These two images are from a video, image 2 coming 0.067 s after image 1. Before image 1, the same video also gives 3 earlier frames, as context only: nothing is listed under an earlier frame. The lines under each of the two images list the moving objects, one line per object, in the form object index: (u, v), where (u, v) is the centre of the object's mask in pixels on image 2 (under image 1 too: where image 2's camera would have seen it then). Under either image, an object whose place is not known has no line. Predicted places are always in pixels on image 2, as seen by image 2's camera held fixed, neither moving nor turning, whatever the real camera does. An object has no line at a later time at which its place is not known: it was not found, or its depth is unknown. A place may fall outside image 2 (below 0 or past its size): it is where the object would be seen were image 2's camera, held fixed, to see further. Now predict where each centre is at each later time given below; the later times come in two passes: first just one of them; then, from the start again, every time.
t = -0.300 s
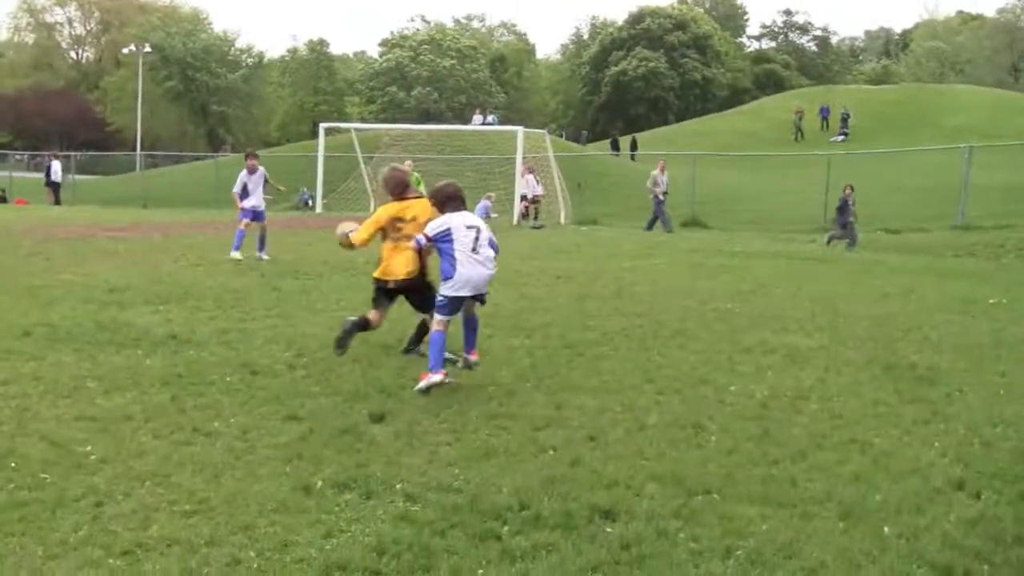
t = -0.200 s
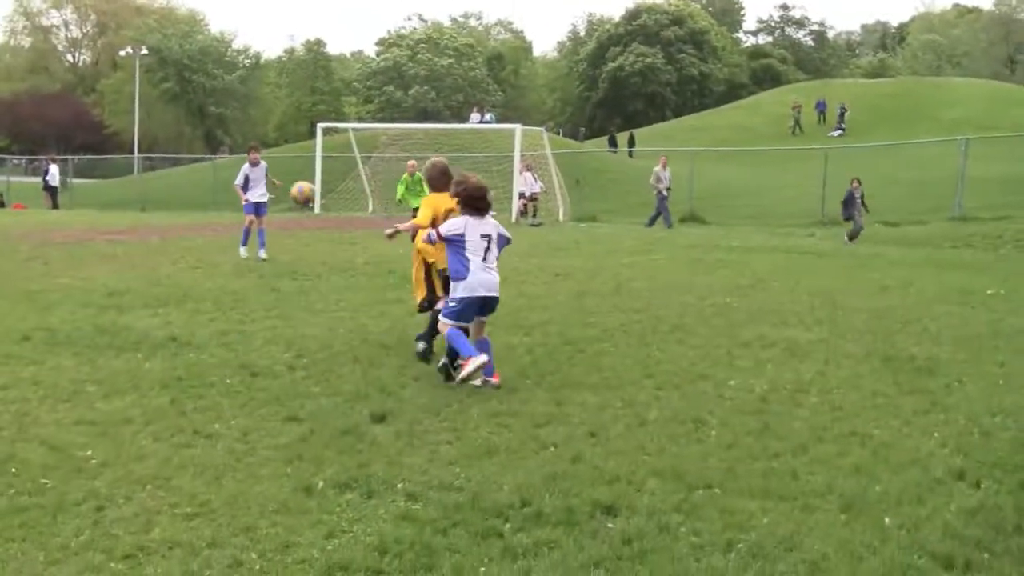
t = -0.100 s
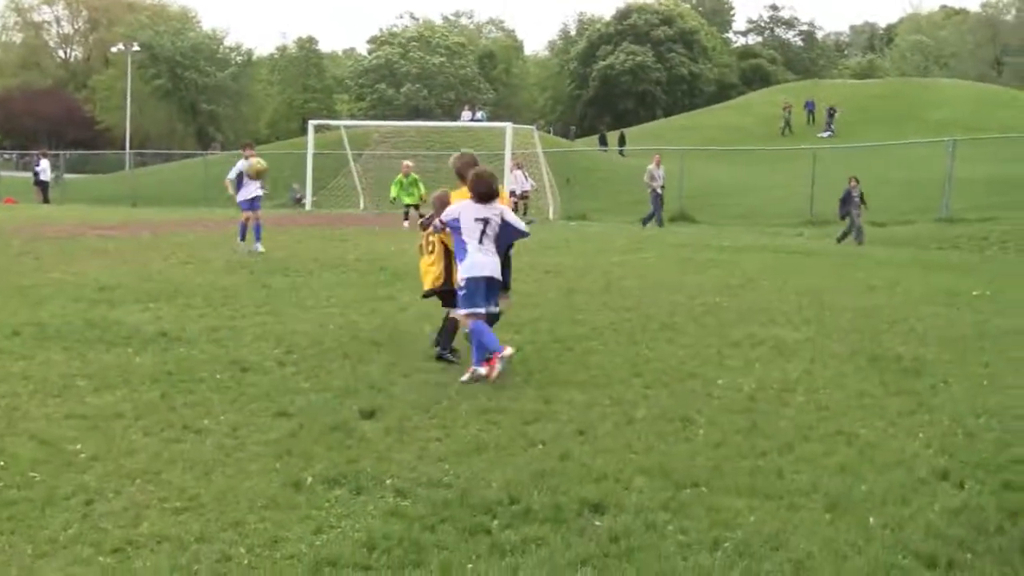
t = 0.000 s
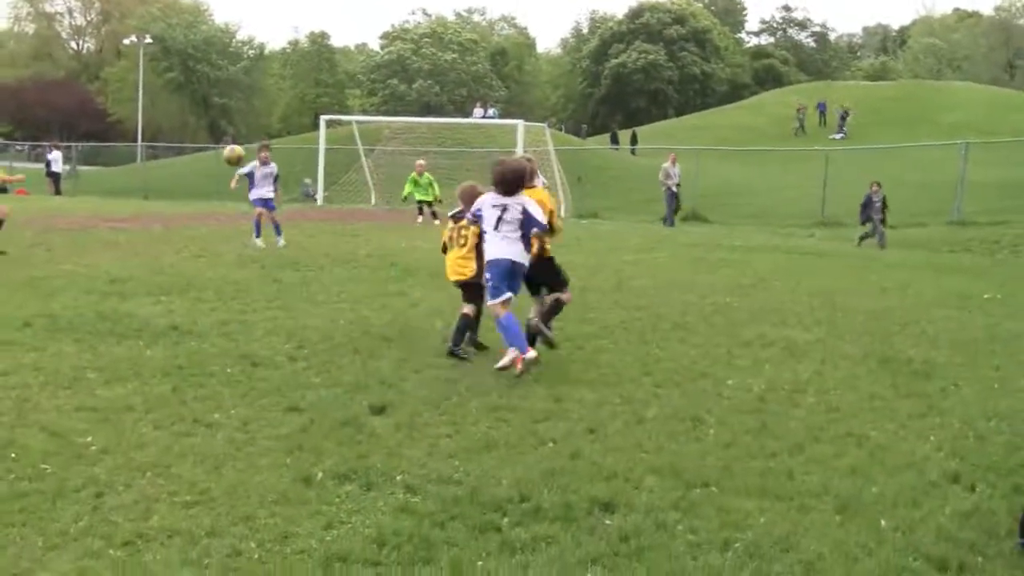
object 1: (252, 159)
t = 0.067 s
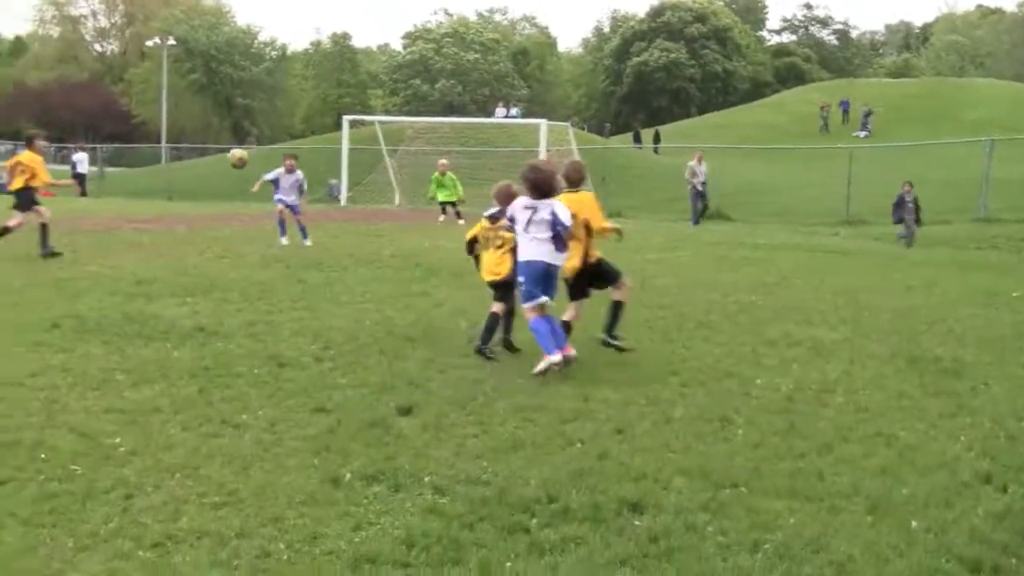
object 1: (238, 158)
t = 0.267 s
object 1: (193, 188)
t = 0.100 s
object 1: (228, 161)
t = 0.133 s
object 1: (221, 165)
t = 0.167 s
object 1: (214, 170)
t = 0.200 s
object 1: (207, 175)
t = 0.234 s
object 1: (200, 181)
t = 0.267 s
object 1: (193, 188)
